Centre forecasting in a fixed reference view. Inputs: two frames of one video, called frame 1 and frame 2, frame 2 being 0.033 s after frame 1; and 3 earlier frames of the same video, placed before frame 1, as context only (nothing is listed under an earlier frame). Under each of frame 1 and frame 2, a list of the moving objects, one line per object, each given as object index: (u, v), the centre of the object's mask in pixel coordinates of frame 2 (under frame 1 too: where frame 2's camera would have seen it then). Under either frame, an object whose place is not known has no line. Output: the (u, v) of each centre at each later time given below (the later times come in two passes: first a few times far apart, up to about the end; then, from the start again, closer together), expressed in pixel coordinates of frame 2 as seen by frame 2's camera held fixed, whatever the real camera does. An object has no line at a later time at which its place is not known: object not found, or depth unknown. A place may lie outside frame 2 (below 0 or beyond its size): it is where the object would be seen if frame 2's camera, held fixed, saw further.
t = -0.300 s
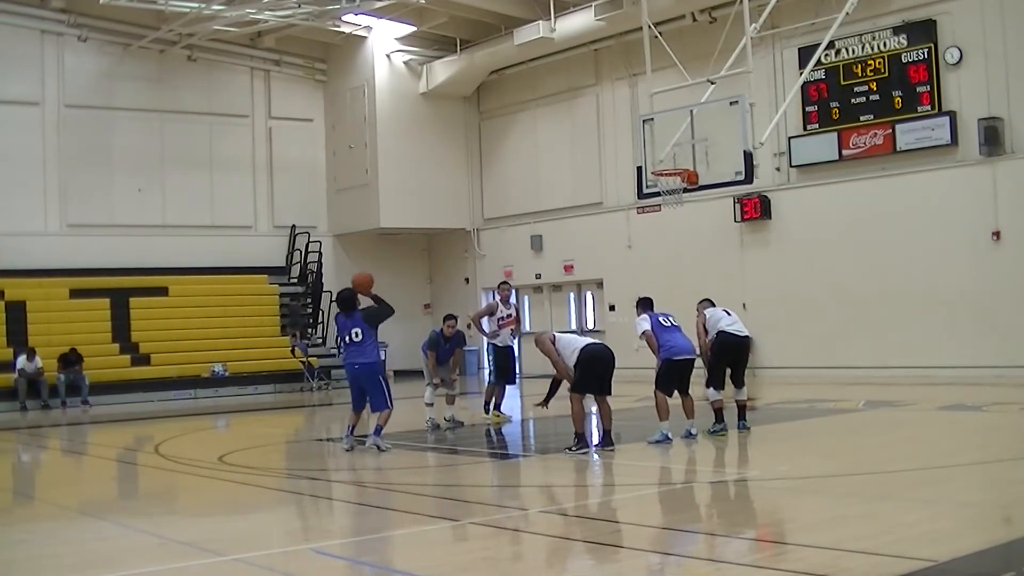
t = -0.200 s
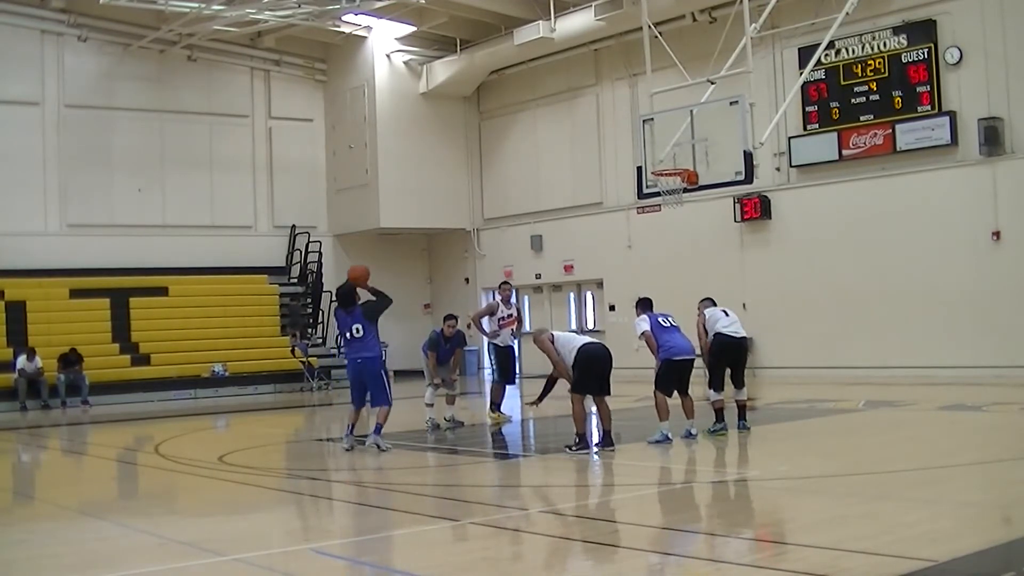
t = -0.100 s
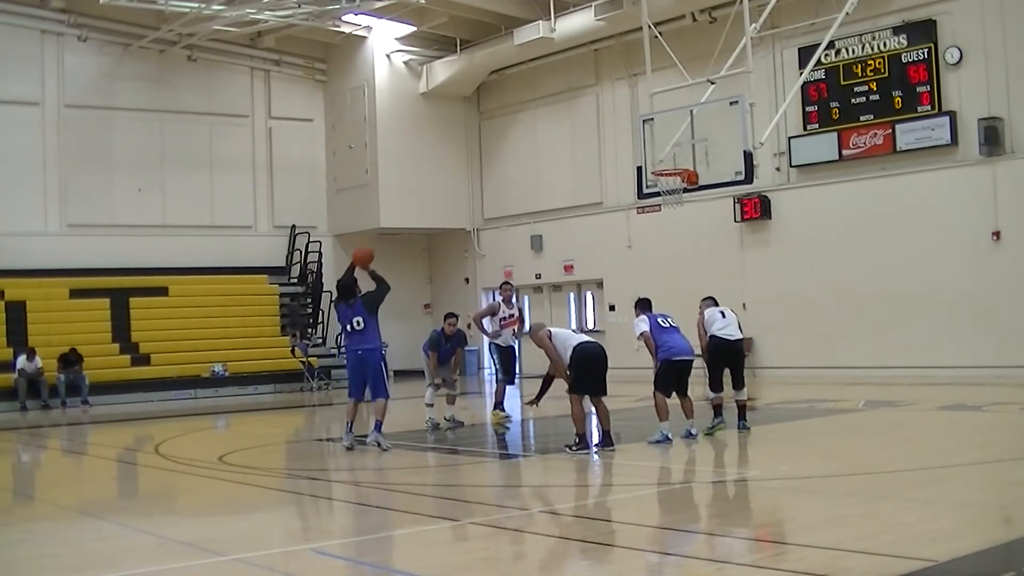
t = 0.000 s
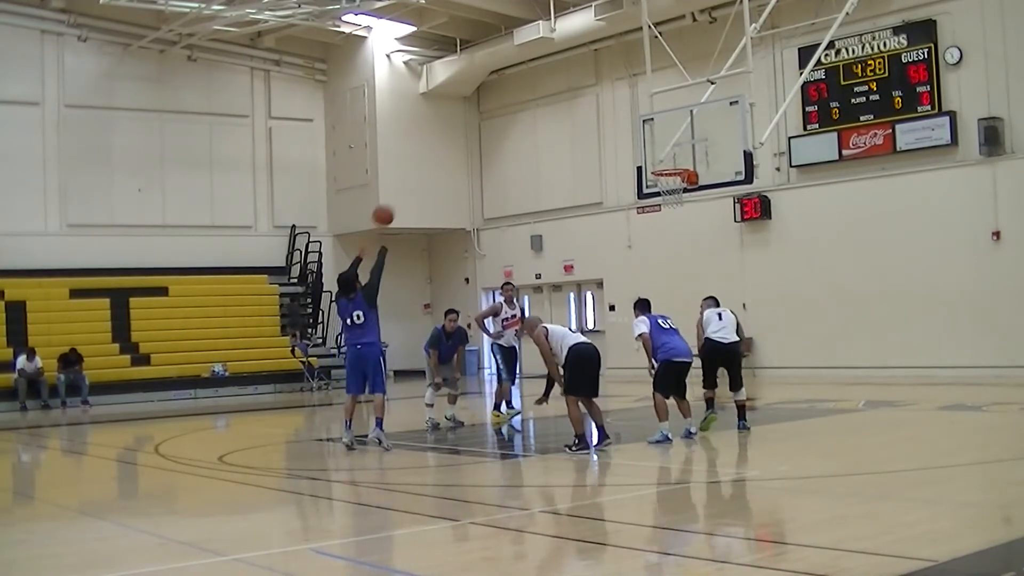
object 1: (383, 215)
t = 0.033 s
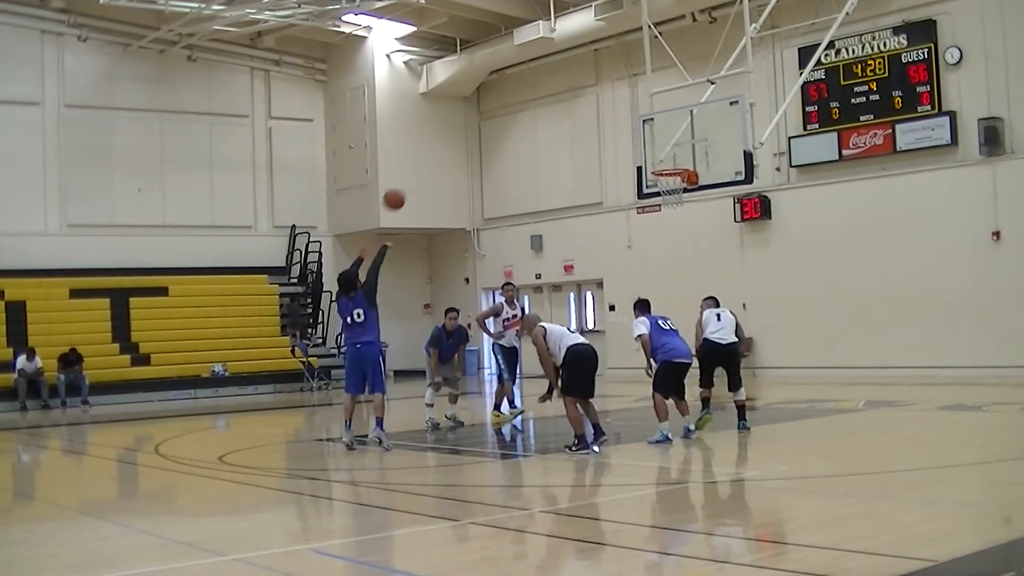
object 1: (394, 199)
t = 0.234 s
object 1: (457, 129)
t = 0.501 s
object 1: (536, 93)
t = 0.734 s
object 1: (601, 109)
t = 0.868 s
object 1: (637, 137)
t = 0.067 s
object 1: (404, 184)
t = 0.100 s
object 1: (415, 171)
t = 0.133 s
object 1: (426, 159)
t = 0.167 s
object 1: (436, 147)
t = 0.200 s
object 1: (446, 138)
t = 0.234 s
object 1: (457, 129)
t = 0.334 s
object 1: (487, 108)
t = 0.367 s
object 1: (497, 104)
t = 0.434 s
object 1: (517, 96)
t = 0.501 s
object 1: (536, 93)
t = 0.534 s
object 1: (545, 93)
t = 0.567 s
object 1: (555, 93)
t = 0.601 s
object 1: (564, 95)
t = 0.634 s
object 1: (573, 96)
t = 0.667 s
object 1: (583, 100)
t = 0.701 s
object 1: (592, 104)
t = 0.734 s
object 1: (601, 109)
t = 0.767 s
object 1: (610, 115)
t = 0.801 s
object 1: (619, 121)
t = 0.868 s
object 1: (637, 137)
